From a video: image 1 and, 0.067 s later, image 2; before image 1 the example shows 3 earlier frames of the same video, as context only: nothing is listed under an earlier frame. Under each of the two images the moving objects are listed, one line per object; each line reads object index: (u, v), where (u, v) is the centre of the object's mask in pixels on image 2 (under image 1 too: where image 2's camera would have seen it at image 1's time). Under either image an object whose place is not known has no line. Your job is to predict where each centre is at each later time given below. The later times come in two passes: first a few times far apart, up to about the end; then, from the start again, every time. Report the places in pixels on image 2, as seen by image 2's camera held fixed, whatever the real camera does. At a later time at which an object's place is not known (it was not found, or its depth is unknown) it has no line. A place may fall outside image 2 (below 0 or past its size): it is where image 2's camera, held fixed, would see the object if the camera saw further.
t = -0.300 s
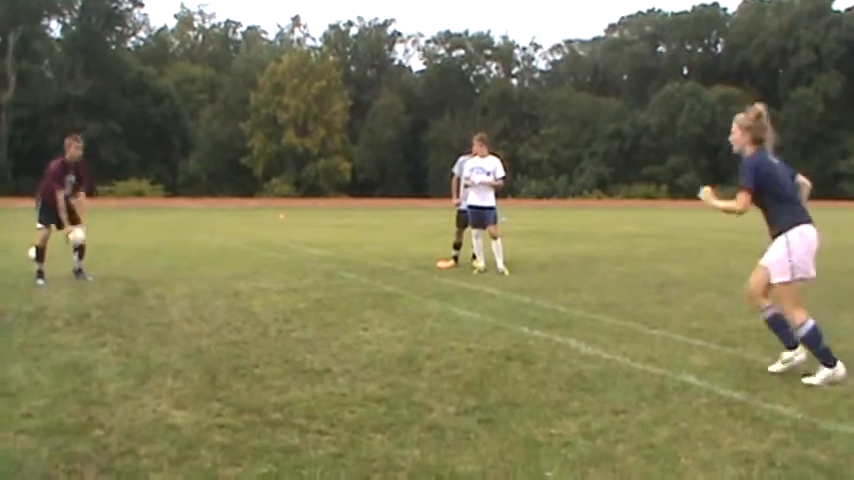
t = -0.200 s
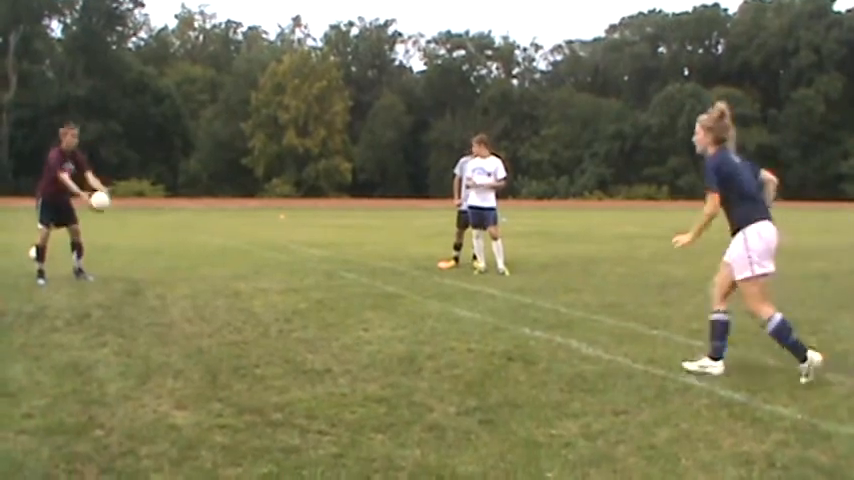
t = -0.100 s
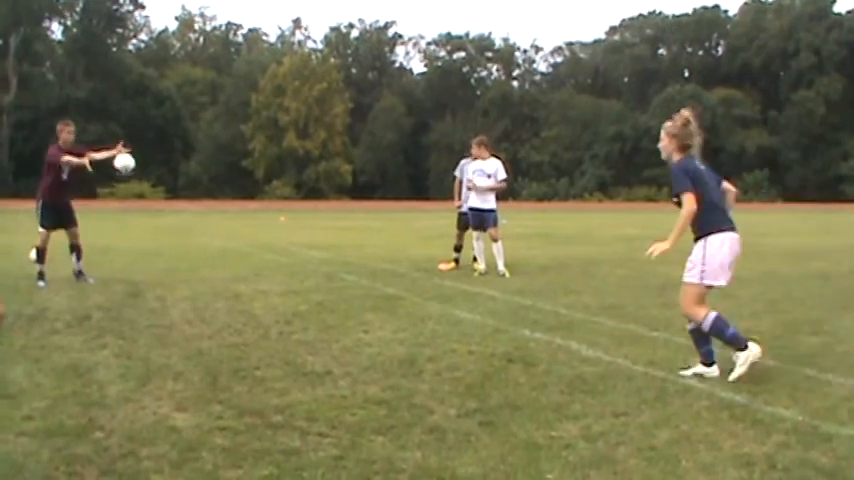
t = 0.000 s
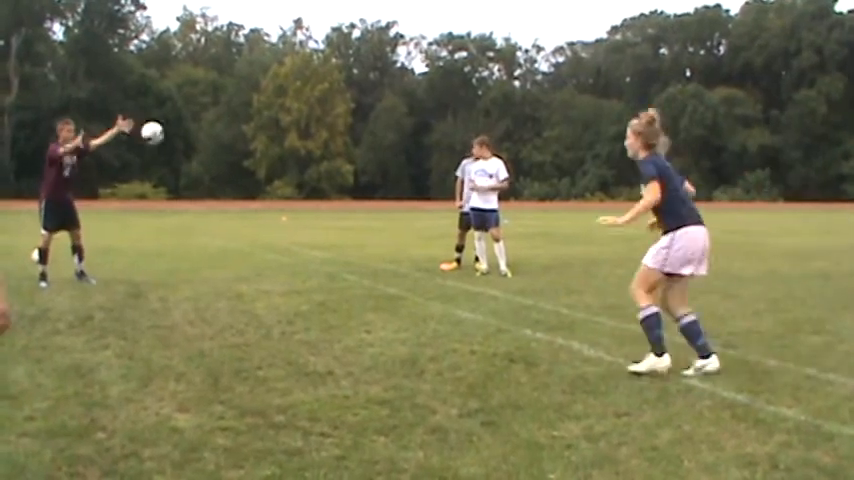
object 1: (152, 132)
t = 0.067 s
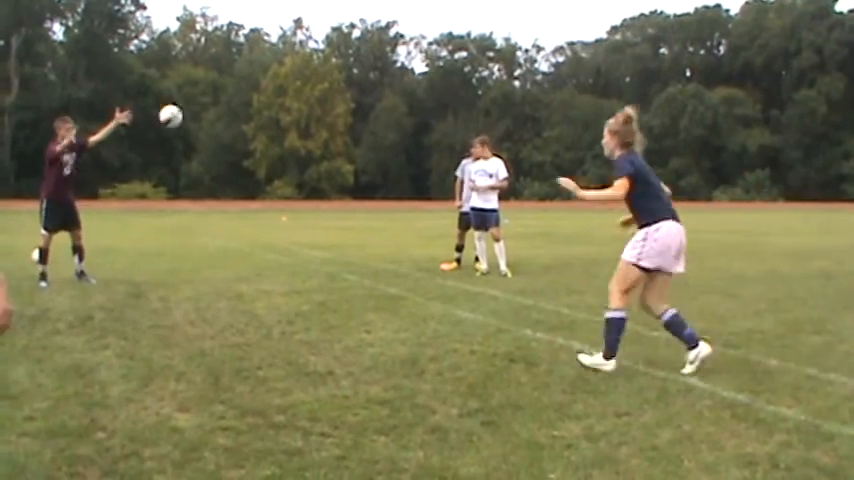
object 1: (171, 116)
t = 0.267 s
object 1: (229, 91)
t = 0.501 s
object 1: (307, 121)
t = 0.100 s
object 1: (180, 109)
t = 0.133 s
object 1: (189, 103)
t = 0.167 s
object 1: (199, 99)
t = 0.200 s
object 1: (209, 95)
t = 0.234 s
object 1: (219, 93)
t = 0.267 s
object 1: (229, 91)
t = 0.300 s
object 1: (240, 92)
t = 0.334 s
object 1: (250, 93)
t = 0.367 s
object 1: (261, 96)
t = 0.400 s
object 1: (272, 100)
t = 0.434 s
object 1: (284, 106)
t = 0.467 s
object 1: (295, 113)
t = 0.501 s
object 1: (307, 121)
